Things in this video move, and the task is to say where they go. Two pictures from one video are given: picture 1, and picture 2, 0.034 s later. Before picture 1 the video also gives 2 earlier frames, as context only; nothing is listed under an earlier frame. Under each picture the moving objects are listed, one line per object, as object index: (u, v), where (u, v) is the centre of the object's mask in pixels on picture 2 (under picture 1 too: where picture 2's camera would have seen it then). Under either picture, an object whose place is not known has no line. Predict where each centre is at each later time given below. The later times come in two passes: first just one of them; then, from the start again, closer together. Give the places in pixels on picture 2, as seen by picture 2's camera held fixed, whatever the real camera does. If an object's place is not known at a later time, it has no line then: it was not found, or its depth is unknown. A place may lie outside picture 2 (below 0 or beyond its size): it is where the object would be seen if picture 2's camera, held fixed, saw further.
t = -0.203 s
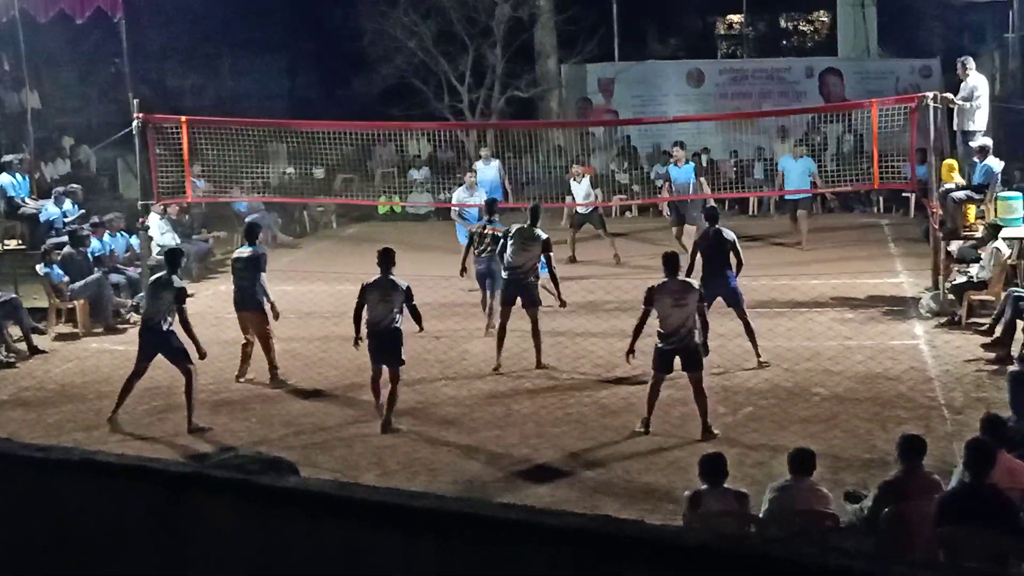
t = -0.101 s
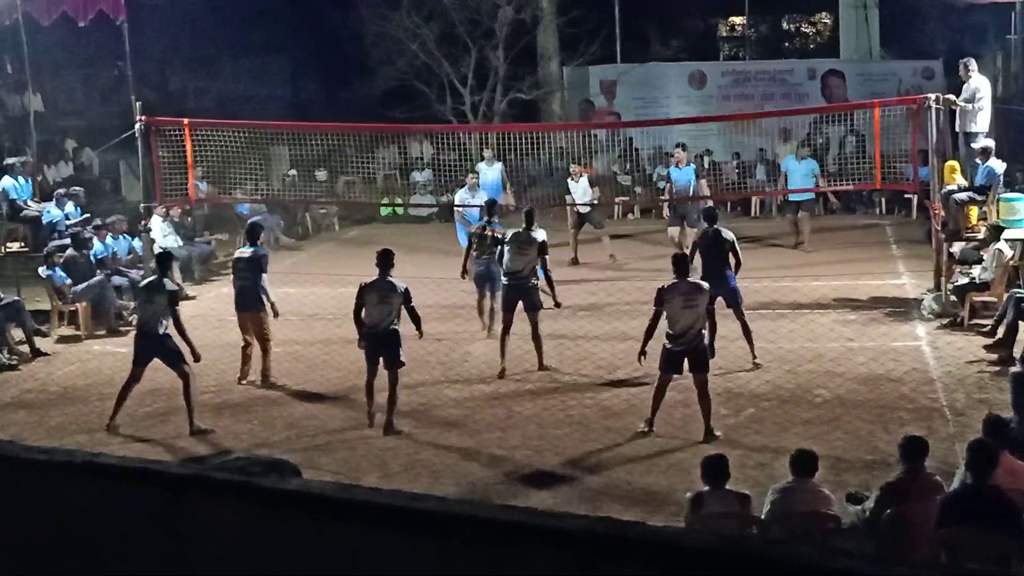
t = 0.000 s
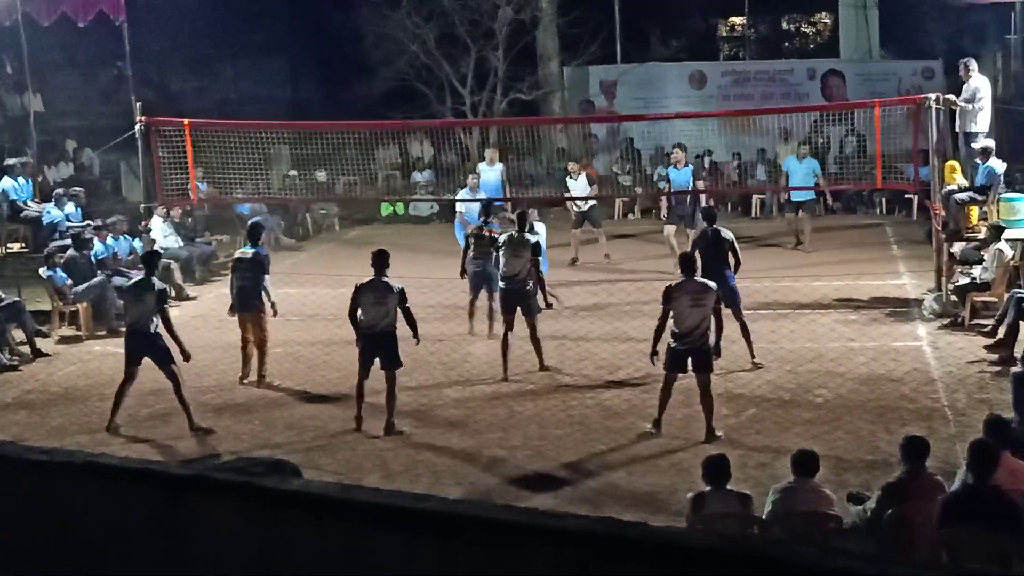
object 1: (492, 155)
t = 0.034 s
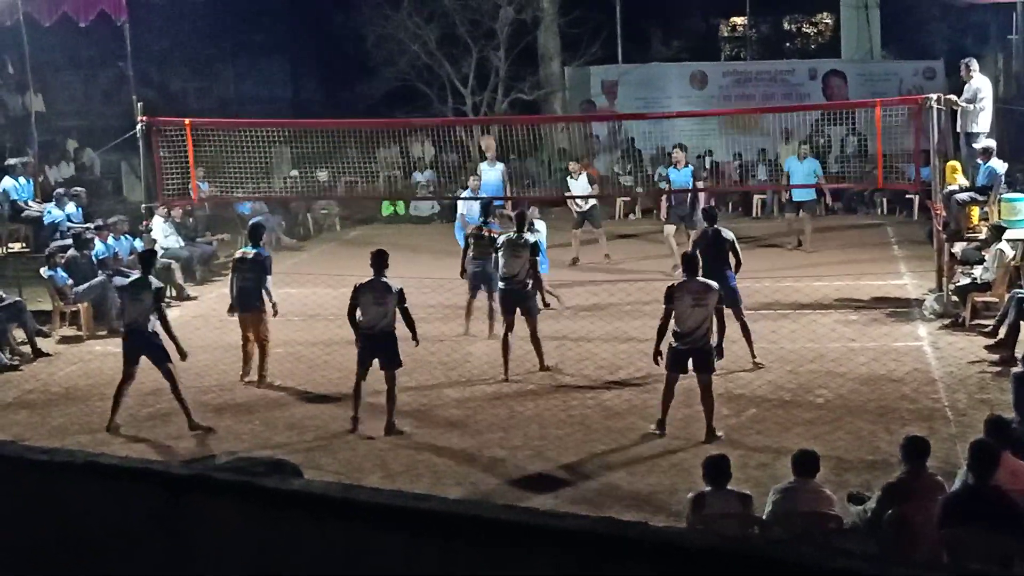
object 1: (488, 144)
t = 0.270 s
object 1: (453, 77)
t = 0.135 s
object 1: (472, 109)
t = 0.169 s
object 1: (468, 101)
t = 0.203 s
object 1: (463, 92)
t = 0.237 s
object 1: (458, 84)
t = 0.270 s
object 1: (453, 77)
